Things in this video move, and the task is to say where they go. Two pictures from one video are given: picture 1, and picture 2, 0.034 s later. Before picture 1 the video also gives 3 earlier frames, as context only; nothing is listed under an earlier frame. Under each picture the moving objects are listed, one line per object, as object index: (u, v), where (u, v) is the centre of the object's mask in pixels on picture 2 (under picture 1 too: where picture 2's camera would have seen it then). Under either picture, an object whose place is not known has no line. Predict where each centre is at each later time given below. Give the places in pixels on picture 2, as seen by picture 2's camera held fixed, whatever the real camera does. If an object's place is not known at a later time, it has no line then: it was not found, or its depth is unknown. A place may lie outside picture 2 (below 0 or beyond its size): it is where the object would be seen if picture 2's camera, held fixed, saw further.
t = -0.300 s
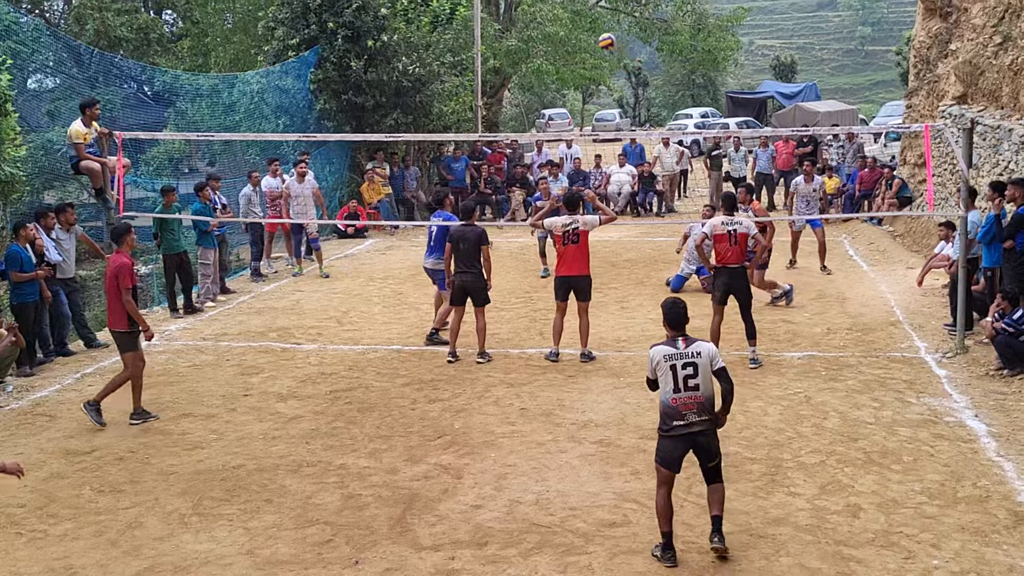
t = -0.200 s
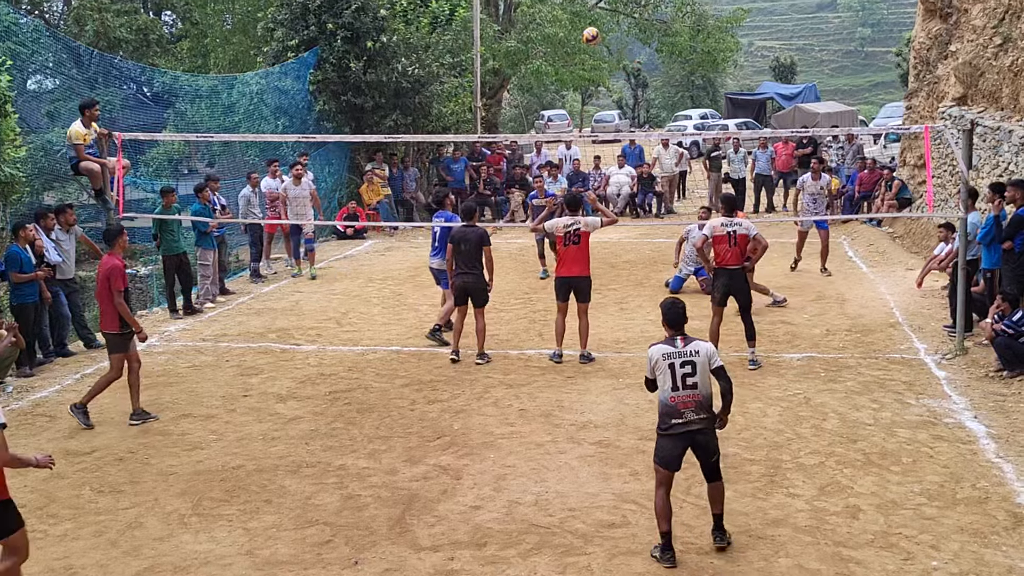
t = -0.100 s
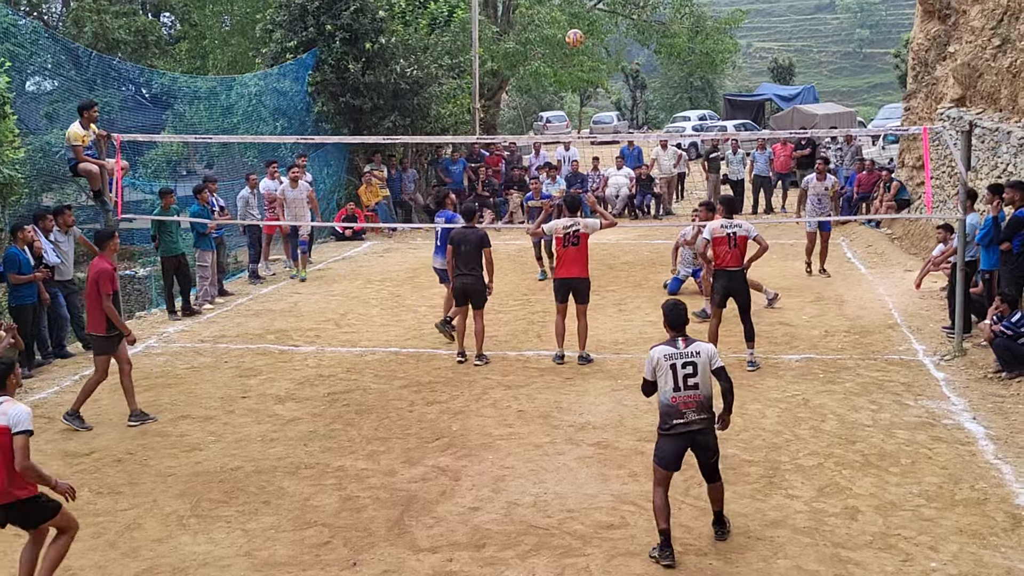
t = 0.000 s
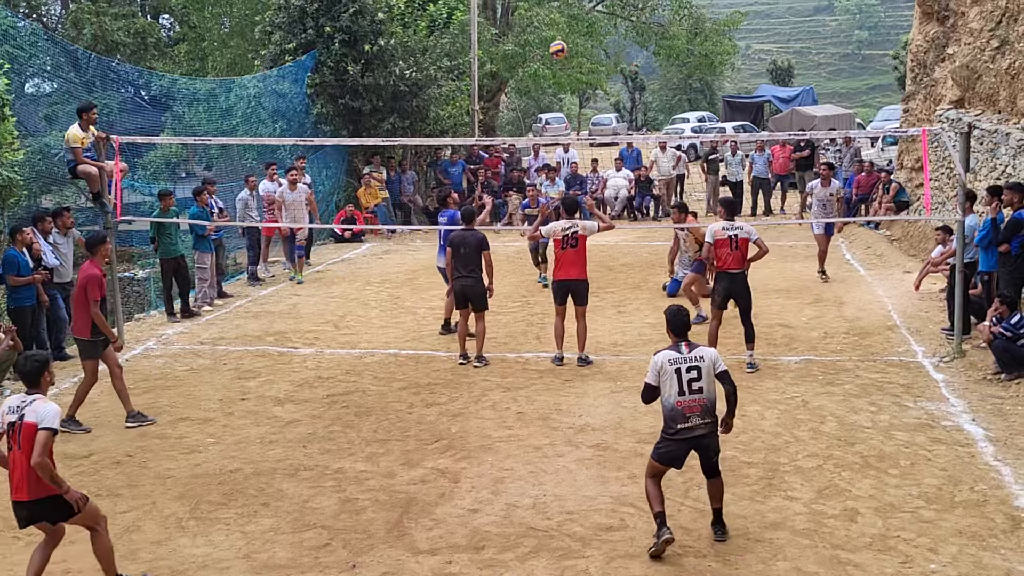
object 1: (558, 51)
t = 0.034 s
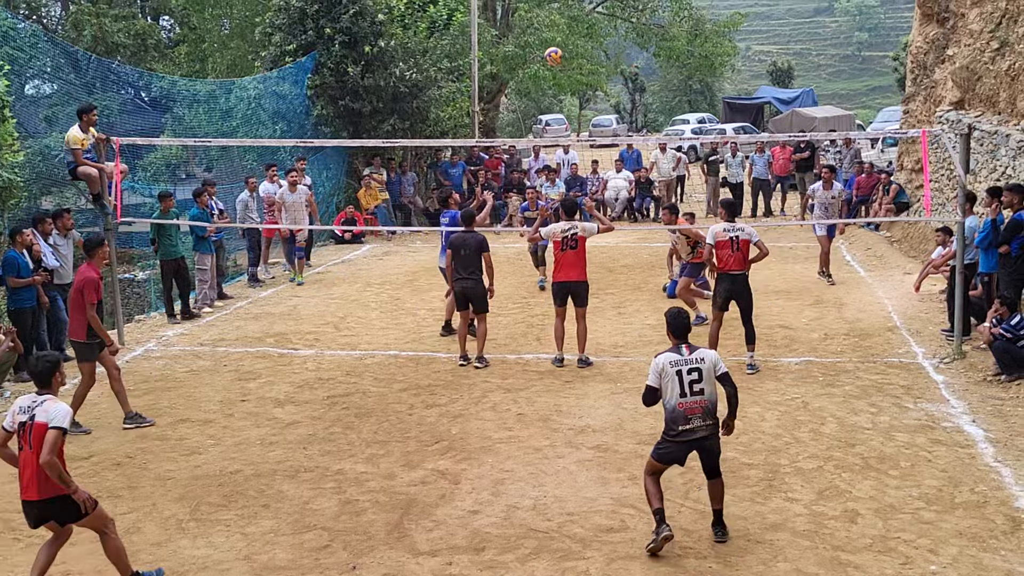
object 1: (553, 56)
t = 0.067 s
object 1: (548, 61)
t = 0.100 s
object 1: (543, 68)
